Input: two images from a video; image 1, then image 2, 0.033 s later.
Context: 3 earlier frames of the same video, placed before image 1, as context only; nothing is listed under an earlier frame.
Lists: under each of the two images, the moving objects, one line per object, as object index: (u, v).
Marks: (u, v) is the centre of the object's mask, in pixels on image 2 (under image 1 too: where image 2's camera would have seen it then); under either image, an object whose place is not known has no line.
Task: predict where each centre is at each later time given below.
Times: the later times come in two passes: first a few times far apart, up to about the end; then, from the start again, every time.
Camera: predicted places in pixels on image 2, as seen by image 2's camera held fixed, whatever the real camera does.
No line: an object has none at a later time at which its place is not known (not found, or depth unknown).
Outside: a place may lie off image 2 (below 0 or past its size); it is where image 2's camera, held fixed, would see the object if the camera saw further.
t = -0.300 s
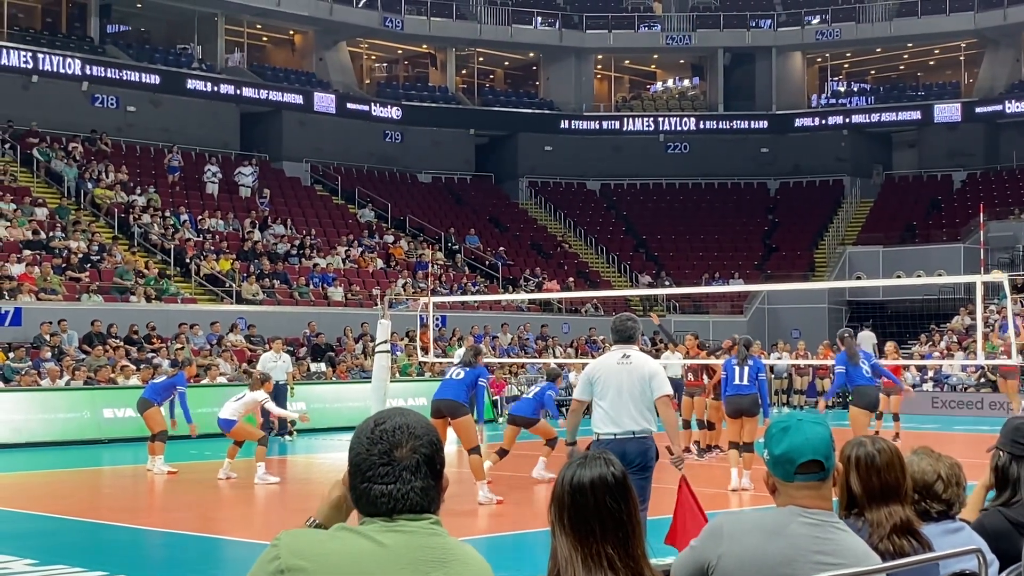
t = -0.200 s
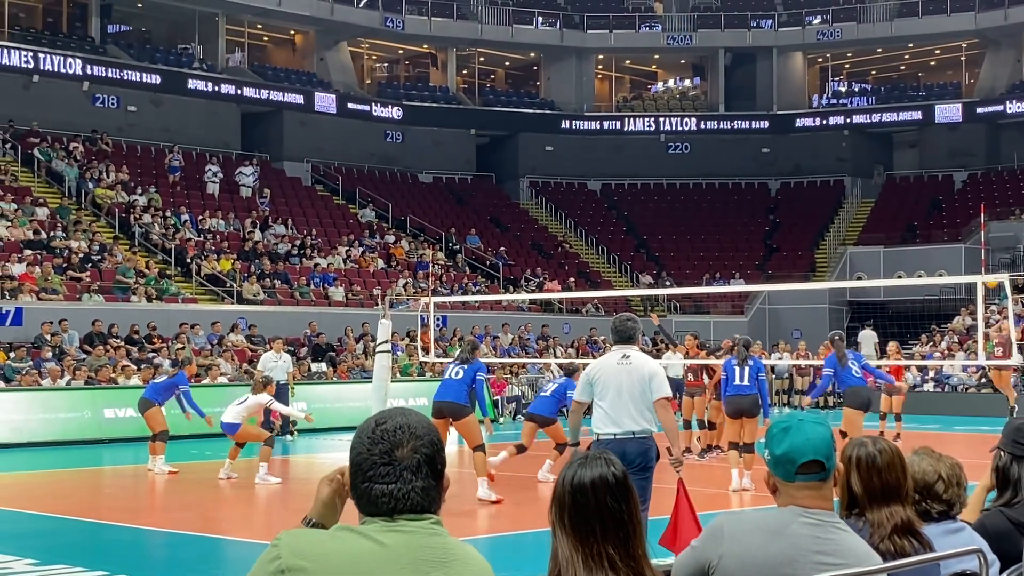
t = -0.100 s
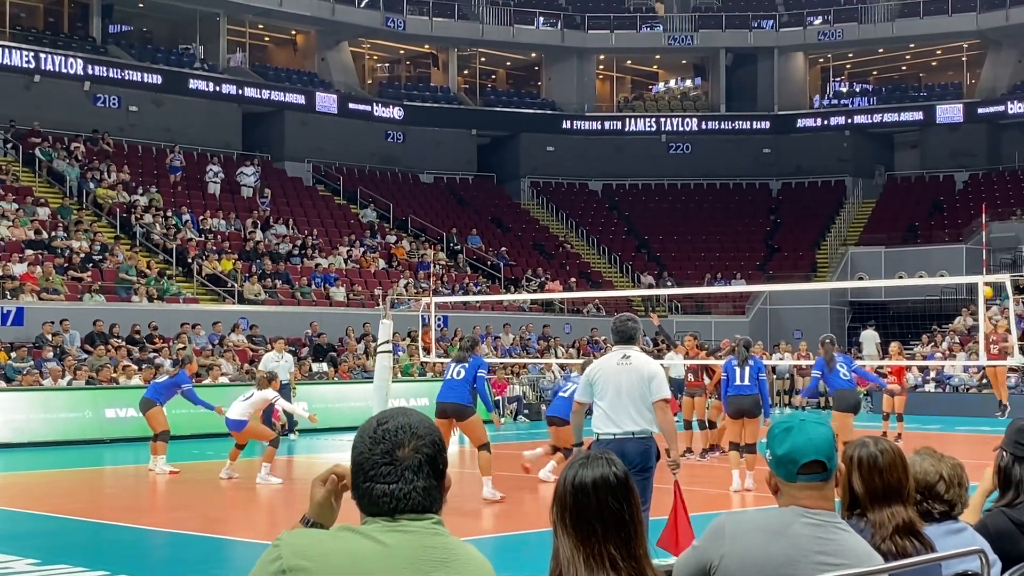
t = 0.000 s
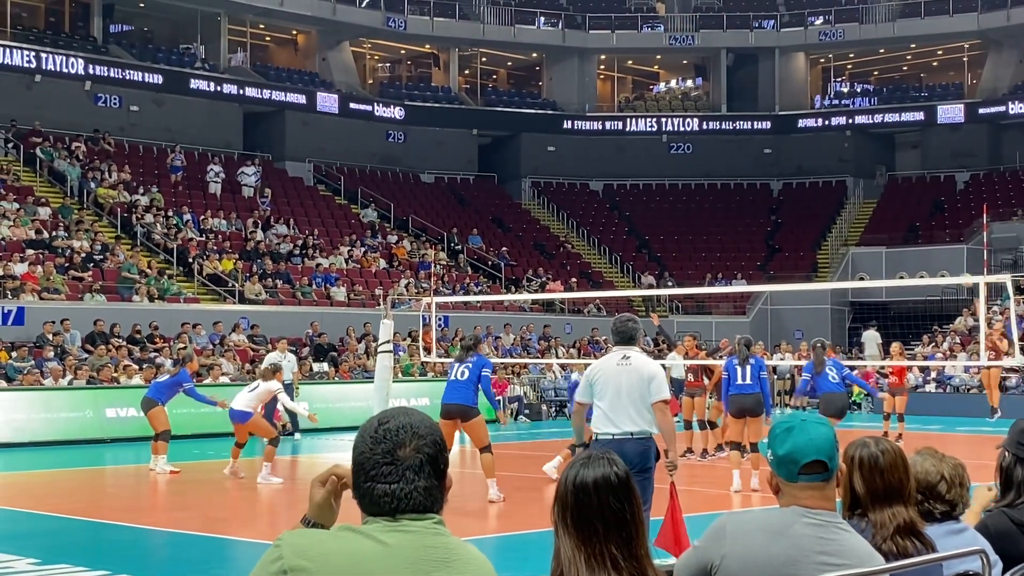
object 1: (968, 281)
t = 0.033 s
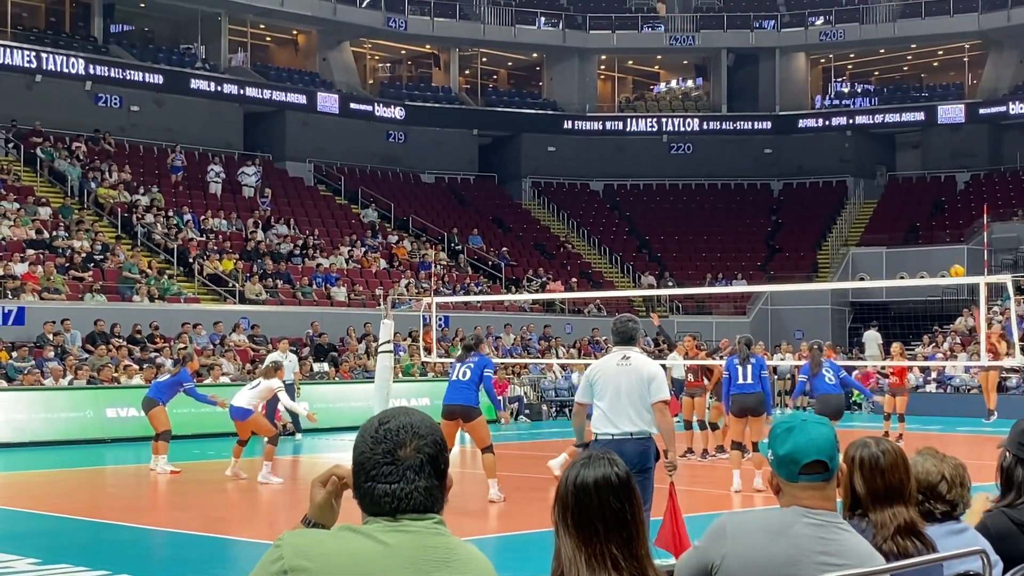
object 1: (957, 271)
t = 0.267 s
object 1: (885, 226)
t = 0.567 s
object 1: (773, 212)
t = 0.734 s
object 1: (702, 236)
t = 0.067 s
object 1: (947, 264)
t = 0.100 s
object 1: (938, 256)
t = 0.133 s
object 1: (928, 249)
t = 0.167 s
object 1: (917, 242)
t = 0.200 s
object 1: (907, 237)
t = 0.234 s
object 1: (896, 231)
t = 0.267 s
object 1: (885, 226)
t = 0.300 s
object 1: (874, 222)
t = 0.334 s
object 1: (863, 218)
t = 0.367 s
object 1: (851, 215)
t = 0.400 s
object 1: (839, 212)
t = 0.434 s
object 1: (826, 211)
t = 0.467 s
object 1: (813, 210)
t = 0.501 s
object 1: (800, 210)
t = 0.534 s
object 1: (787, 211)
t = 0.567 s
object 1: (773, 212)
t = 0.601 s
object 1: (759, 215)
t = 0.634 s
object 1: (745, 219)
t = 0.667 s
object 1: (731, 224)
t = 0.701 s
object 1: (717, 230)
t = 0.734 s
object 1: (702, 236)
